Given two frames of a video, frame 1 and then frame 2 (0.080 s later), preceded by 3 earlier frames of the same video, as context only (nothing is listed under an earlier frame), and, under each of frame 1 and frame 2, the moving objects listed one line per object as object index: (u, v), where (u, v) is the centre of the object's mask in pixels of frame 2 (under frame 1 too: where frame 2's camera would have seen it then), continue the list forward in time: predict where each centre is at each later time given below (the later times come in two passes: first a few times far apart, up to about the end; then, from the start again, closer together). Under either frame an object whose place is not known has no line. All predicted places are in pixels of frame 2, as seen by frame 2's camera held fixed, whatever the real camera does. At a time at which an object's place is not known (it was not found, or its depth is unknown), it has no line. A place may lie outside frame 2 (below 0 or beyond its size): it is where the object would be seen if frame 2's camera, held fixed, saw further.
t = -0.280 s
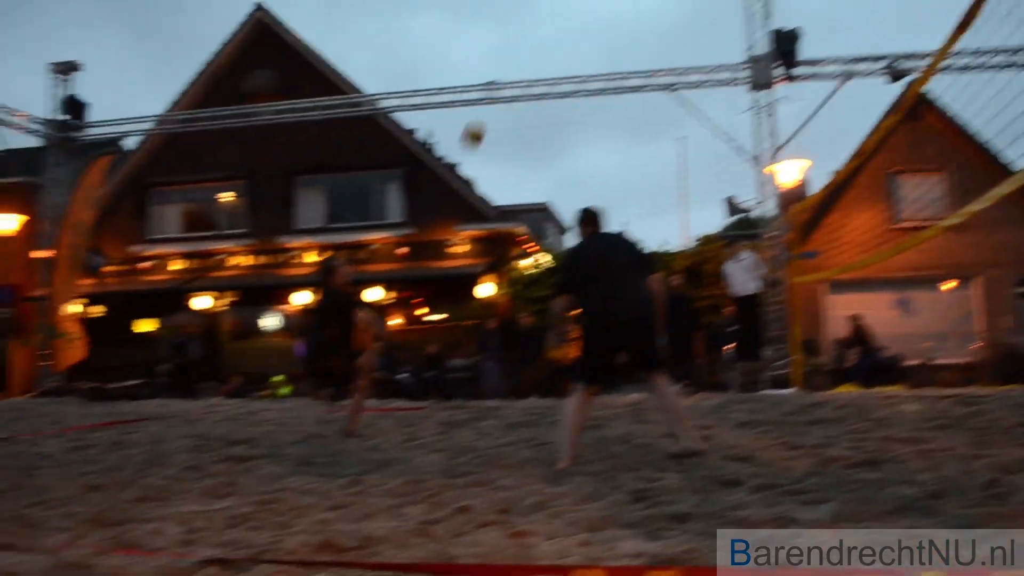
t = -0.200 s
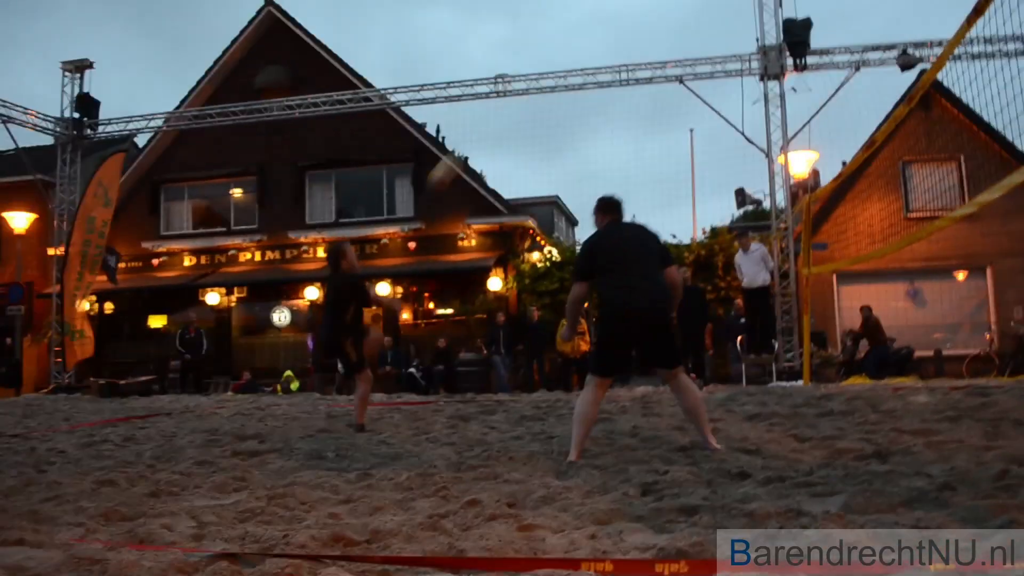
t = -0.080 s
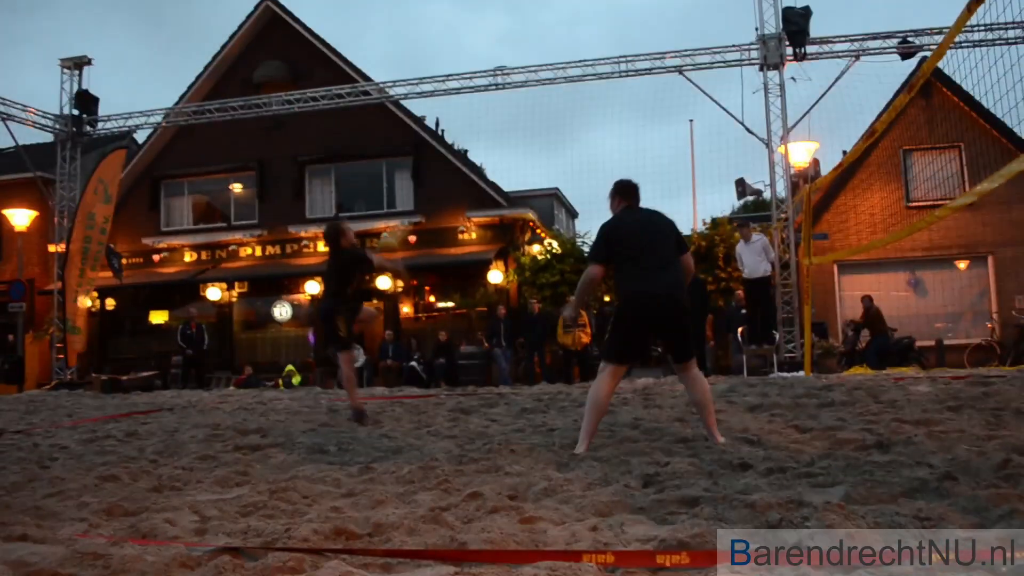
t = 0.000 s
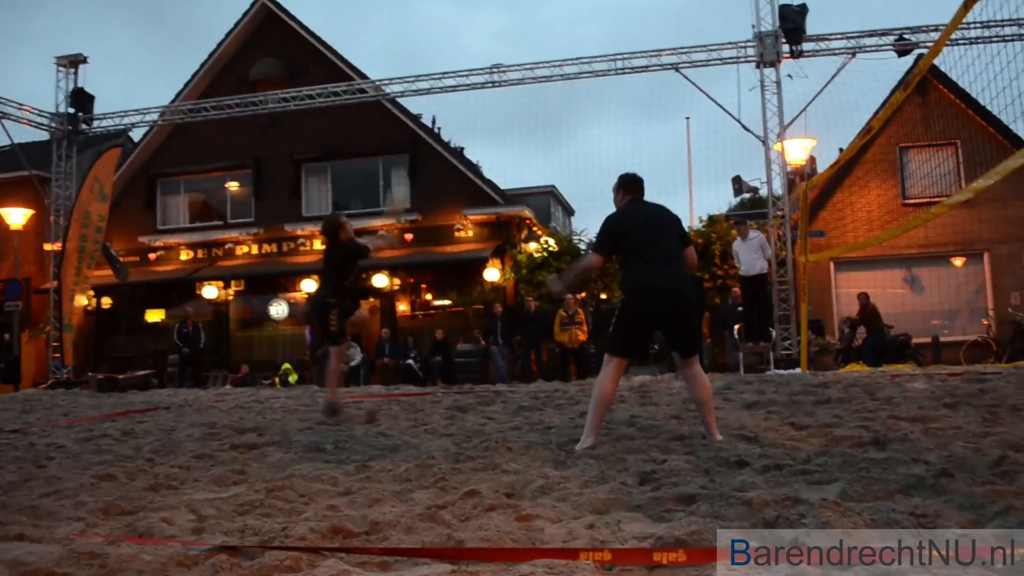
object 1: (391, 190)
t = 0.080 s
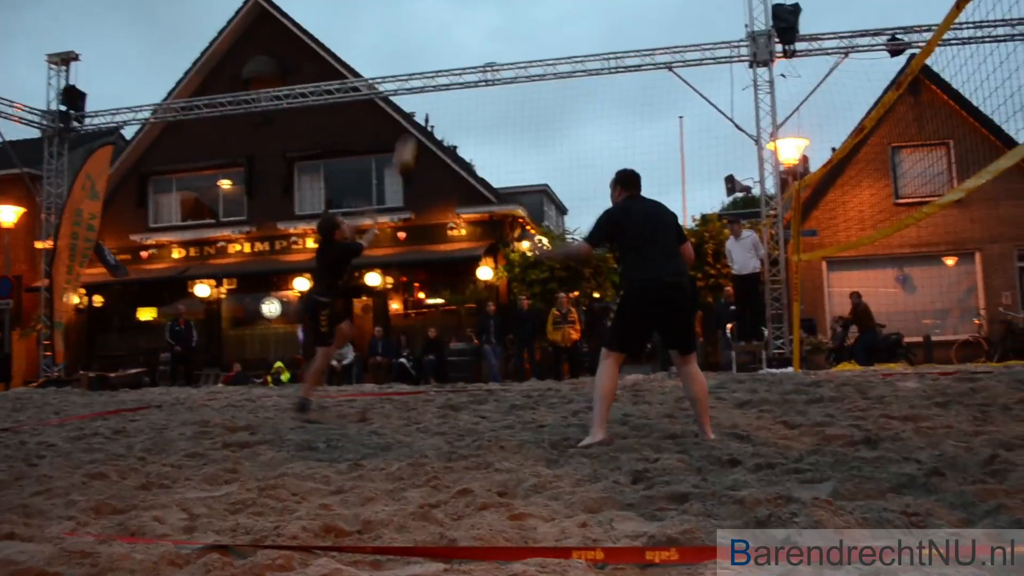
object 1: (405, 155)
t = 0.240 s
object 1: (440, 76)
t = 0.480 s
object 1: (496, 3)
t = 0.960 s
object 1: (626, 25)
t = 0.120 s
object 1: (411, 134)
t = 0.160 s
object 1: (423, 110)
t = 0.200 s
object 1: (431, 94)
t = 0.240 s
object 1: (440, 76)
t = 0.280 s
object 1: (449, 59)
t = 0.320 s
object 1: (457, 46)
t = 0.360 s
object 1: (467, 33)
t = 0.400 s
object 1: (476, 21)
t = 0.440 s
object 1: (486, 11)
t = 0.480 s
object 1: (496, 3)
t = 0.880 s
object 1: (603, 6)
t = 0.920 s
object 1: (614, 15)
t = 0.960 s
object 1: (626, 25)
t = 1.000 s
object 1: (639, 39)
